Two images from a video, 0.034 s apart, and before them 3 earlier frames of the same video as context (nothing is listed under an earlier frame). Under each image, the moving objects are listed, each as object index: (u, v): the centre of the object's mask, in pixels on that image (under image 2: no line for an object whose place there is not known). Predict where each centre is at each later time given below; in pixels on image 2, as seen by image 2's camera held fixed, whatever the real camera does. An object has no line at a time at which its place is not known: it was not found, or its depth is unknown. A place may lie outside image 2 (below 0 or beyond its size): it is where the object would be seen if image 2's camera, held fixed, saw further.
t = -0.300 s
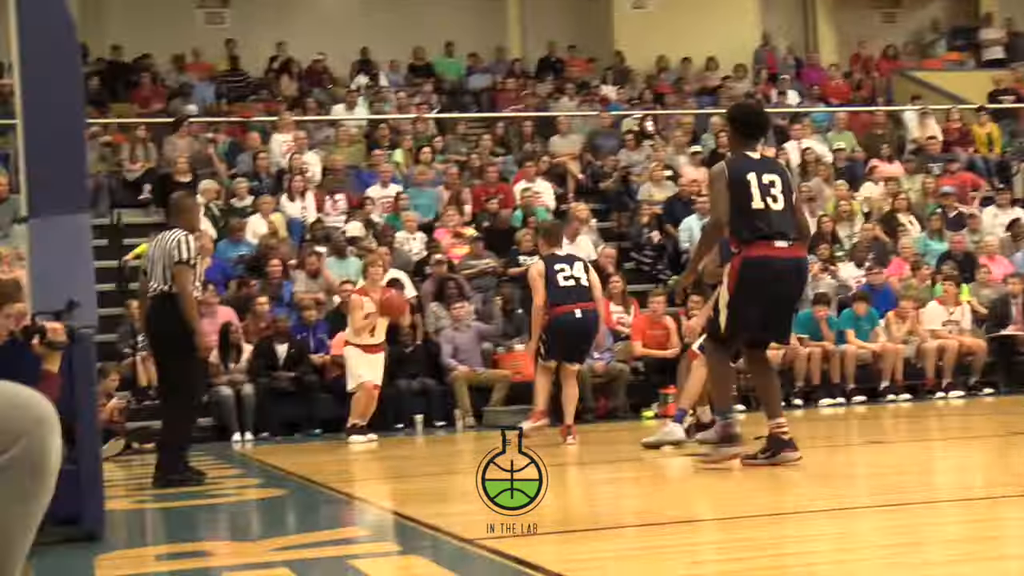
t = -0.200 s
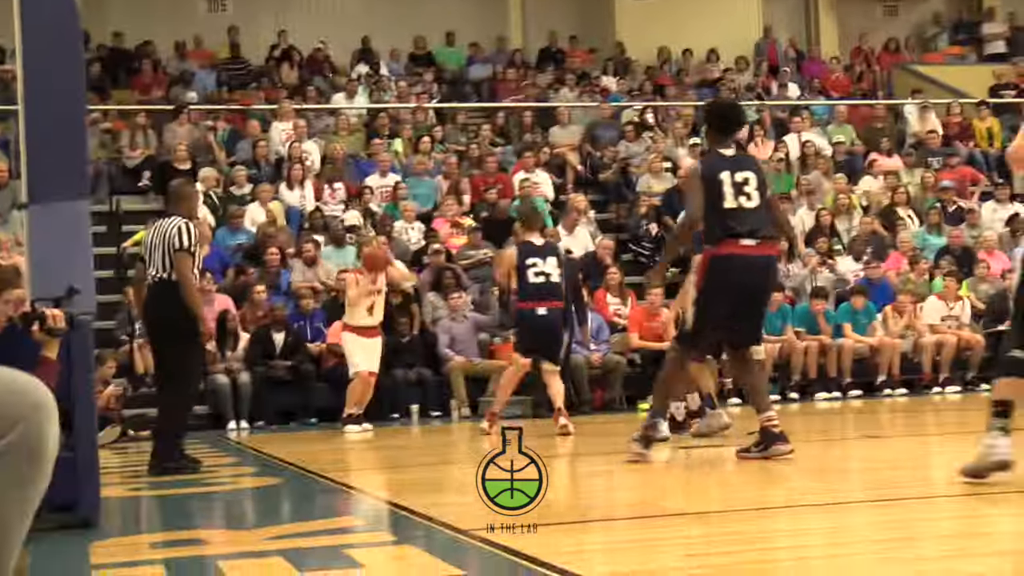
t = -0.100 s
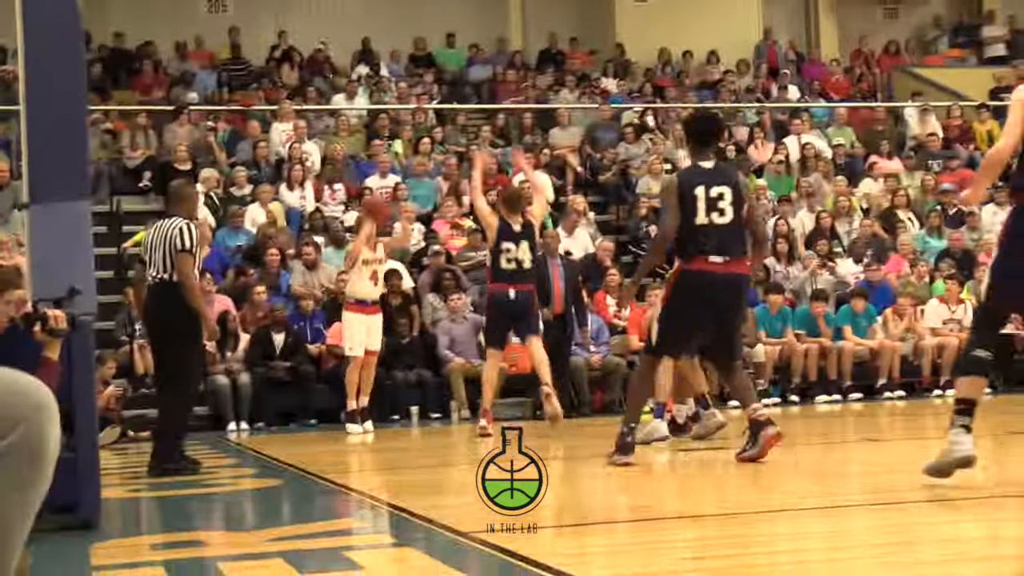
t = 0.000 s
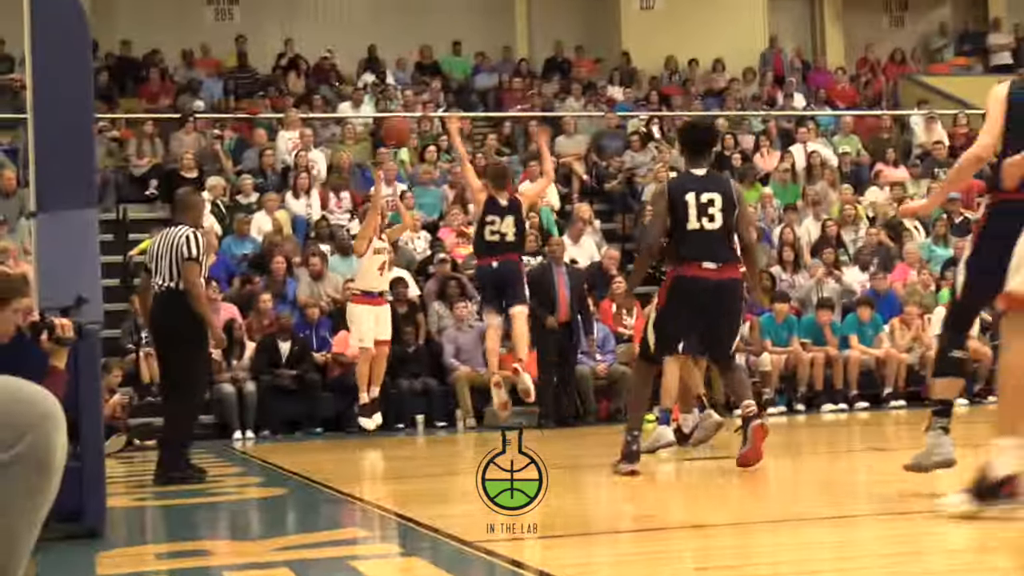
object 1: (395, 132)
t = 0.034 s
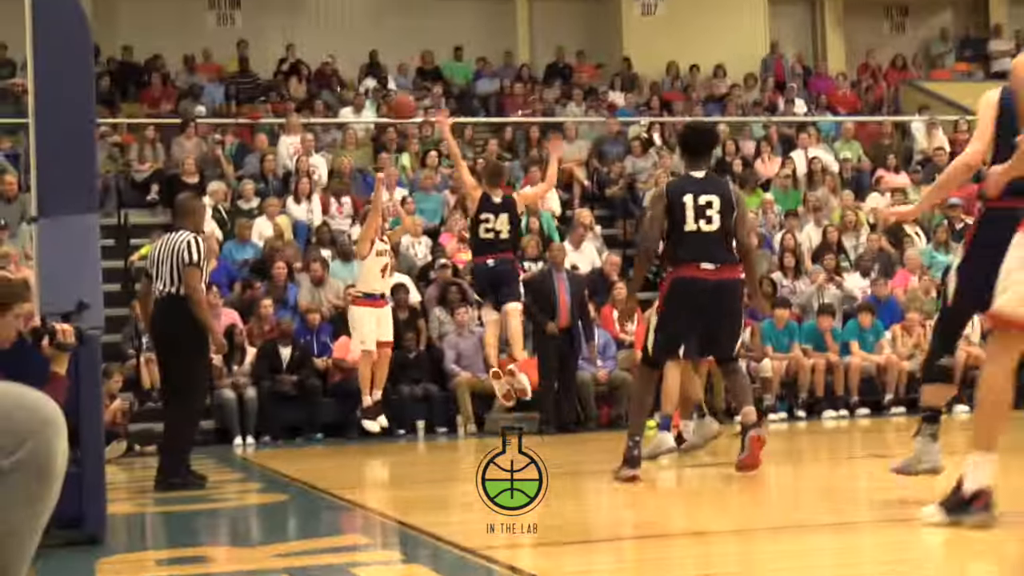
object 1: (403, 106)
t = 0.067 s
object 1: (408, 79)
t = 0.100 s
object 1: (412, 50)
